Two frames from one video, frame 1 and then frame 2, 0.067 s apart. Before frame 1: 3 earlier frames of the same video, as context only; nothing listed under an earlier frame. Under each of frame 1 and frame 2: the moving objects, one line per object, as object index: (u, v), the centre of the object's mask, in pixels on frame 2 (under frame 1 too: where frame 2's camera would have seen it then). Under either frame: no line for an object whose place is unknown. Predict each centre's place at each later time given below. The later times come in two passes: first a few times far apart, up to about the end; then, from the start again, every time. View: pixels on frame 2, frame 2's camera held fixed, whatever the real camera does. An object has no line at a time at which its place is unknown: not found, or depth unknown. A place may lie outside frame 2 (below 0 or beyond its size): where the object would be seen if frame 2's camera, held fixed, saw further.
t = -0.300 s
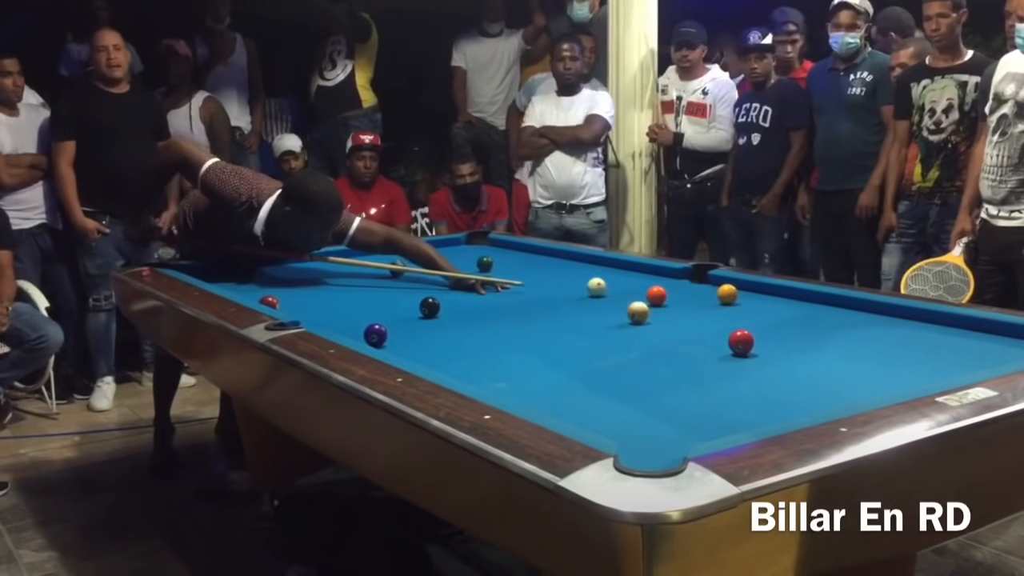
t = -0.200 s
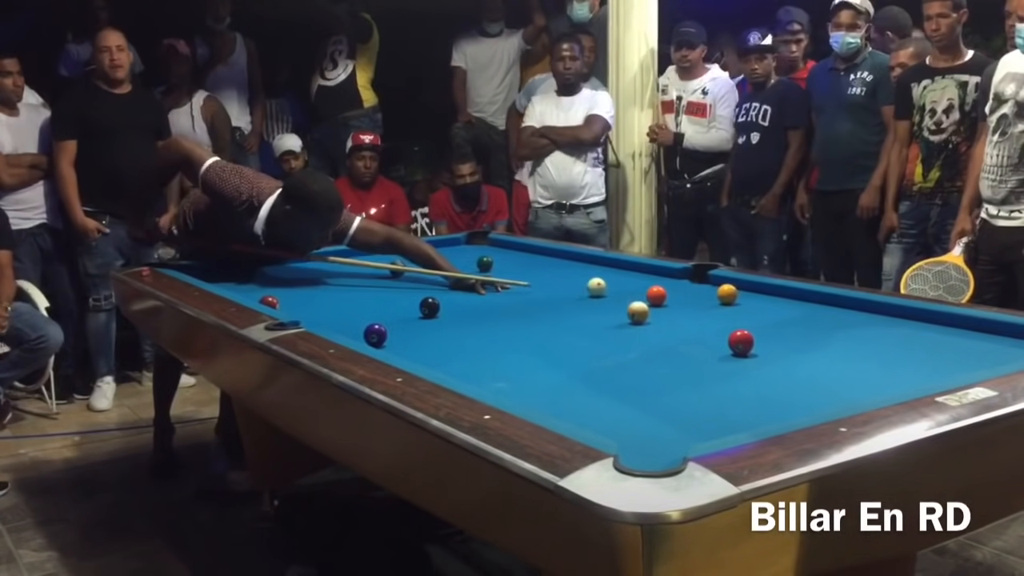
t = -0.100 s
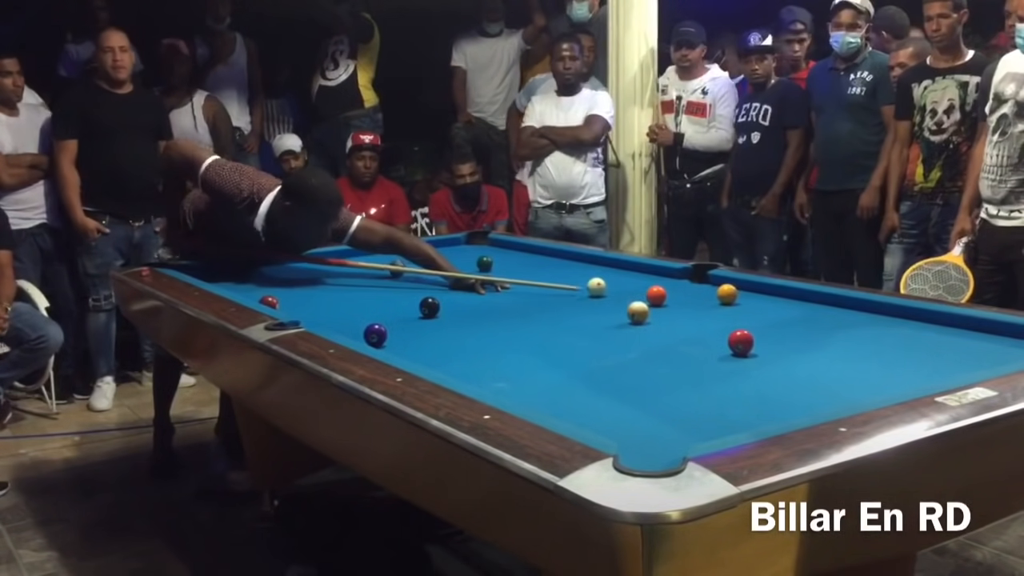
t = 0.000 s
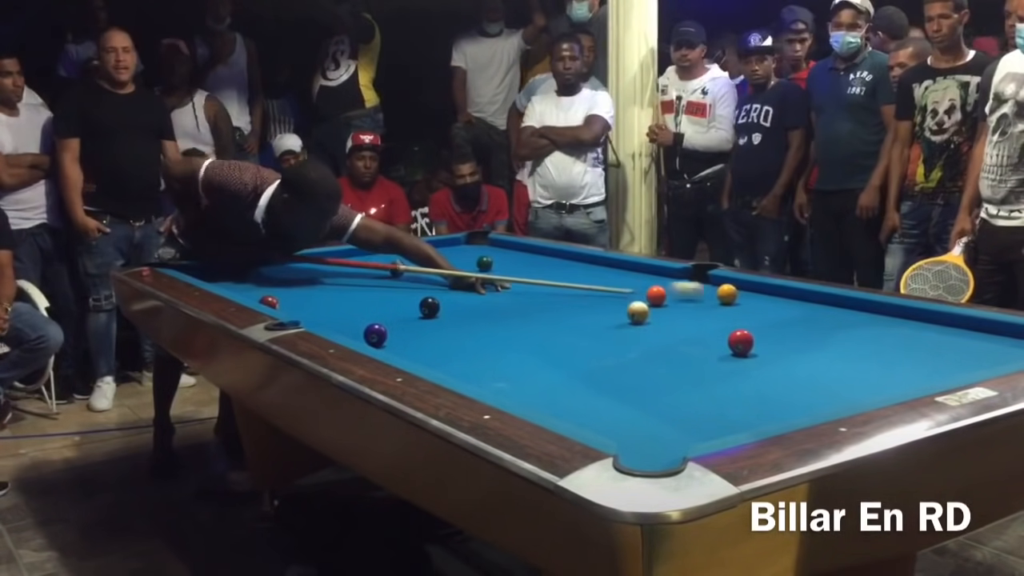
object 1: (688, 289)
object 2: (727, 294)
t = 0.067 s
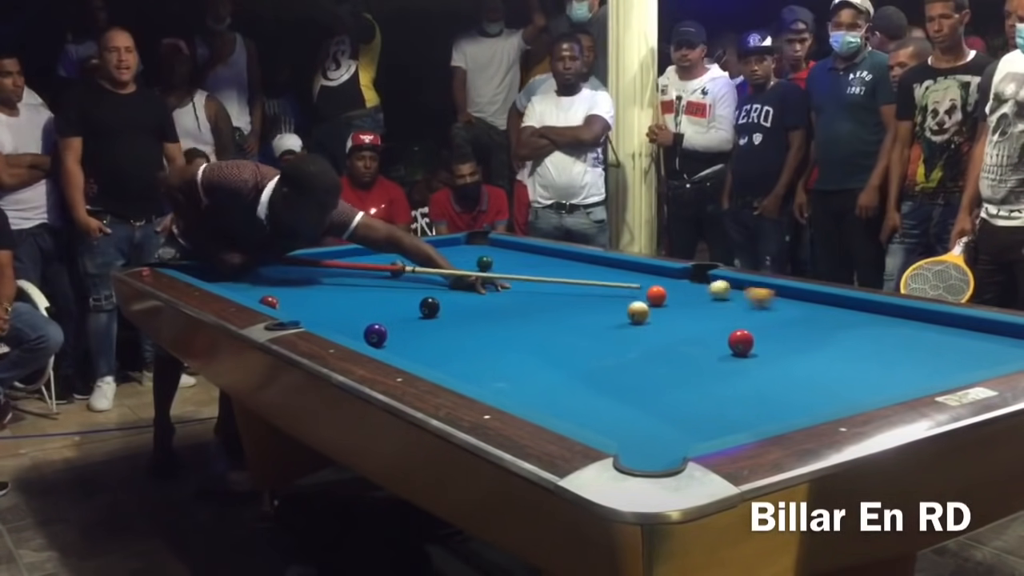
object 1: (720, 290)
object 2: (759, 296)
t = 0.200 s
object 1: (737, 285)
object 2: (860, 309)
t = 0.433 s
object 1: (704, 284)
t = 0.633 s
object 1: (669, 283)
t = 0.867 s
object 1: (627, 283)
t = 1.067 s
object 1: (595, 283)
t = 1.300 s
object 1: (558, 282)
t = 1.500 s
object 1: (529, 282)
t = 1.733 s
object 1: (497, 281)
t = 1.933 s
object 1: (471, 281)
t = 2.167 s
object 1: (443, 281)
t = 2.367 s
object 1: (420, 281)
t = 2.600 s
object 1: (395, 280)
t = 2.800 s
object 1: (375, 280)
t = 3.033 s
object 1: (354, 280)
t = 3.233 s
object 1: (337, 279)
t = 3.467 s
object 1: (318, 279)
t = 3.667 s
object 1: (304, 279)
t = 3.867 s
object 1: (291, 279)
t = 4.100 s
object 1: (277, 278)
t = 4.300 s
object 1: (266, 278)
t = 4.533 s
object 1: (255, 278)
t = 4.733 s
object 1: (247, 278)
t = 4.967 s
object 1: (239, 278)
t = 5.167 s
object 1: (233, 278)
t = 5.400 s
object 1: (228, 278)
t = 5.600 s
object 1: (224, 278)
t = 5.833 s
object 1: (221, 278)
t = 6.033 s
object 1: (220, 277)
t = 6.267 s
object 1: (220, 278)
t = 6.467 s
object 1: (220, 277)
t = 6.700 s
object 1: (220, 278)
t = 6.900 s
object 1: (220, 277)
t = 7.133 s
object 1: (220, 277)
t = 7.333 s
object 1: (220, 278)
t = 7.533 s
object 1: (221, 278)
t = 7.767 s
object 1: (220, 278)
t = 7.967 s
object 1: (221, 277)
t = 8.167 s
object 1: (221, 277)
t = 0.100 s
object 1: (726, 288)
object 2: (785, 300)
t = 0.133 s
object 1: (730, 287)
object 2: (811, 304)
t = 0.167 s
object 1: (733, 286)
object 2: (835, 307)
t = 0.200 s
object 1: (737, 285)
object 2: (860, 309)
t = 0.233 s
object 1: (740, 284)
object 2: (884, 313)
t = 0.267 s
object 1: (736, 284)
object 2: (908, 316)
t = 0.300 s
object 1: (730, 284)
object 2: (933, 319)
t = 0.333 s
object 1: (723, 284)
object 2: (959, 322)
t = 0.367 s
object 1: (717, 283)
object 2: (986, 326)
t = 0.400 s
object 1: (710, 284)
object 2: (1011, 330)
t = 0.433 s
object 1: (704, 284)
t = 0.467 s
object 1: (698, 284)
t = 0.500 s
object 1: (692, 283)
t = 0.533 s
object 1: (686, 284)
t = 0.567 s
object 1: (680, 284)
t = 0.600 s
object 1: (674, 283)
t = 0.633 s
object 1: (669, 283)
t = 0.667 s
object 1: (663, 281)
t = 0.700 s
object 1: (656, 279)
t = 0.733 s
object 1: (649, 281)
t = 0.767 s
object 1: (644, 282)
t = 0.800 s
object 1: (638, 283)
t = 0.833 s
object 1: (633, 283)
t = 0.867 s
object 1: (627, 283)
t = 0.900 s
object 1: (622, 283)
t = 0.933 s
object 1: (616, 283)
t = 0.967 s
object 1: (611, 282)
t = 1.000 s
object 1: (605, 283)
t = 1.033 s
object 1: (600, 283)
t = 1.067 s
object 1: (595, 283)
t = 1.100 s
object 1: (589, 283)
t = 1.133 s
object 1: (584, 283)
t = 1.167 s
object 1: (579, 282)
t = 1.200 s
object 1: (574, 282)
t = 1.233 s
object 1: (568, 282)
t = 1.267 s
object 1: (563, 282)
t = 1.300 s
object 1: (558, 282)
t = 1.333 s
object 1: (553, 282)
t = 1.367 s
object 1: (548, 282)
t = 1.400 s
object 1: (543, 282)
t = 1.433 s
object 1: (539, 282)
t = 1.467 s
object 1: (534, 282)
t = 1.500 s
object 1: (529, 282)
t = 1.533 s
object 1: (524, 282)
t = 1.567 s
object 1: (519, 282)
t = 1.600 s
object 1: (515, 282)
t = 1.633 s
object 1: (510, 282)
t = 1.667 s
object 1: (506, 282)
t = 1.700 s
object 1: (502, 282)
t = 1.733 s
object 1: (497, 281)
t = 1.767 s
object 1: (492, 281)
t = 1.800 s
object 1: (488, 281)
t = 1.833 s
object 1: (484, 281)
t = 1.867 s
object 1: (479, 282)
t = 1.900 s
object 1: (475, 281)
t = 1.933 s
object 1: (471, 281)
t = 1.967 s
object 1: (467, 281)
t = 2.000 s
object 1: (463, 281)
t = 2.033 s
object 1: (458, 281)
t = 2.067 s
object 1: (454, 281)
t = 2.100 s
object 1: (450, 281)
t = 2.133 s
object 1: (447, 281)
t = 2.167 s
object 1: (443, 281)
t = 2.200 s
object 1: (439, 281)
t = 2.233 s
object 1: (435, 281)
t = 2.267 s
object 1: (431, 281)
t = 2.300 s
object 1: (427, 281)
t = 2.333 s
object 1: (424, 281)
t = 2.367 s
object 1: (420, 281)
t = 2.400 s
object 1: (416, 281)
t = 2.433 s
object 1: (412, 281)
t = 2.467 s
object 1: (409, 281)
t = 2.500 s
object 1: (406, 280)
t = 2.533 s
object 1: (402, 280)
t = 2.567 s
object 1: (399, 280)
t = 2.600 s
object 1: (395, 280)
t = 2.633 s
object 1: (392, 280)
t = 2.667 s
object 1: (388, 280)
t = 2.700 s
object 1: (385, 280)
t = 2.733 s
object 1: (382, 280)
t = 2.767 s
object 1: (379, 280)
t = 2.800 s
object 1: (375, 280)
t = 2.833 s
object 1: (372, 280)
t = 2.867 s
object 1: (369, 280)
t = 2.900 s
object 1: (365, 280)
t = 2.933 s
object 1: (363, 280)
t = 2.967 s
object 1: (359, 280)
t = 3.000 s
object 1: (356, 280)
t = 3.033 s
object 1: (354, 280)
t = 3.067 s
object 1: (351, 280)
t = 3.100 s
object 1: (348, 280)
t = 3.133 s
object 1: (345, 279)
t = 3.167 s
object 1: (342, 279)
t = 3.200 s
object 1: (339, 280)
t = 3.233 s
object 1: (337, 279)
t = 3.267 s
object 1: (334, 279)
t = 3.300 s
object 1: (331, 279)
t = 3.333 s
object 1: (329, 279)
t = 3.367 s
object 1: (326, 279)
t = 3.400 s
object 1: (324, 279)
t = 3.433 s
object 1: (321, 279)
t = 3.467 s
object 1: (318, 279)
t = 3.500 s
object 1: (316, 279)
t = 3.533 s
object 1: (313, 279)
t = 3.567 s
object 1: (311, 279)
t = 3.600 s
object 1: (308, 279)
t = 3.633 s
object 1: (306, 279)
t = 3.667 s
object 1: (304, 279)
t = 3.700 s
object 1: (301, 279)
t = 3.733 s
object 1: (300, 279)
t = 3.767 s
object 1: (297, 279)
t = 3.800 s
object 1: (295, 279)
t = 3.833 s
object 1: (293, 279)
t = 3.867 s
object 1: (291, 279)
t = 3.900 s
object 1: (289, 279)
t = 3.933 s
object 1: (287, 278)
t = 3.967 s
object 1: (284, 278)
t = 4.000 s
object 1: (283, 278)
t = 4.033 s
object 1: (281, 278)
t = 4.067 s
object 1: (279, 278)
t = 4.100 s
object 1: (277, 278)
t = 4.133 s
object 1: (275, 278)
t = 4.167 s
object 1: (273, 278)
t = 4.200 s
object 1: (272, 278)
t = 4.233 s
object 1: (270, 278)
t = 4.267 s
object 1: (268, 278)
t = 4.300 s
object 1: (266, 278)
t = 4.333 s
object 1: (265, 278)
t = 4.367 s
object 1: (263, 278)
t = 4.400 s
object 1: (261, 278)
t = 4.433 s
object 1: (260, 278)
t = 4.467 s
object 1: (258, 278)
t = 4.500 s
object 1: (257, 278)
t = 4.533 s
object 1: (255, 278)
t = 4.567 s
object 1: (253, 278)
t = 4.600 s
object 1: (252, 278)
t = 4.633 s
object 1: (251, 278)
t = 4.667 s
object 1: (250, 278)
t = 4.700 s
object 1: (248, 278)
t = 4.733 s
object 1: (247, 278)
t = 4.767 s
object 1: (246, 278)
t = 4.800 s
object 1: (244, 278)
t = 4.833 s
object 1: (243, 278)
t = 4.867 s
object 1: (242, 278)
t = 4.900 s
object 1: (241, 278)
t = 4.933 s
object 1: (240, 278)
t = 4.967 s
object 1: (239, 278)
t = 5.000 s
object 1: (238, 278)
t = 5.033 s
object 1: (237, 278)
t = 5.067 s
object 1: (236, 278)
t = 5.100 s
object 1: (235, 278)
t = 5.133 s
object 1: (234, 278)
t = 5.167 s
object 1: (233, 278)
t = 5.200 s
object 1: (232, 278)
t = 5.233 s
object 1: (231, 278)
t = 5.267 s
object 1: (230, 278)
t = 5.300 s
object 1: (229, 278)
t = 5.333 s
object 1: (229, 278)
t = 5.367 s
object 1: (228, 278)
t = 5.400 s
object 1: (228, 278)
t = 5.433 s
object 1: (227, 278)
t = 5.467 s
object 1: (226, 278)
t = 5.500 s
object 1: (226, 278)
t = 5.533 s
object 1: (225, 278)
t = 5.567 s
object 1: (224, 278)
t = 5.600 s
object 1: (224, 278)
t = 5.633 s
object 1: (223, 278)
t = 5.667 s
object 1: (223, 278)
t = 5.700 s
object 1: (222, 278)
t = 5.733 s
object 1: (222, 278)
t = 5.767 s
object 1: (222, 278)
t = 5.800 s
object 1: (222, 278)
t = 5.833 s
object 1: (221, 278)
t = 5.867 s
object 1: (221, 278)
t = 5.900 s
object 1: (221, 278)
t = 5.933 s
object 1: (221, 278)
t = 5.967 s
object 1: (221, 277)
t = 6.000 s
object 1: (221, 277)
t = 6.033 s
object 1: (220, 277)
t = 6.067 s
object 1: (220, 277)
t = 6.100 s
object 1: (220, 278)
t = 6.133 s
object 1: (220, 278)
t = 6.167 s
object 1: (220, 278)
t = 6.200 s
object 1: (220, 278)
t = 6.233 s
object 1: (220, 278)
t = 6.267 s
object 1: (220, 278)
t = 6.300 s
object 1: (220, 278)
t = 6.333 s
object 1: (220, 278)
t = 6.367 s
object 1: (220, 278)
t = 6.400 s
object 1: (220, 278)
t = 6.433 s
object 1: (220, 278)
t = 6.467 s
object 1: (220, 277)
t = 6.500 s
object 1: (220, 277)
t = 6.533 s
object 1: (220, 277)
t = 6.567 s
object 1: (220, 278)
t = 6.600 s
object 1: (221, 278)
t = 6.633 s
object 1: (221, 278)
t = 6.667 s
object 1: (220, 278)
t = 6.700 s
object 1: (220, 278)
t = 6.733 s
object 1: (220, 278)
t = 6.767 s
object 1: (220, 277)
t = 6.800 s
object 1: (220, 277)
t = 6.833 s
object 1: (220, 277)
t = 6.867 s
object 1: (220, 277)
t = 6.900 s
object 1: (220, 277)
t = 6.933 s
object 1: (220, 278)
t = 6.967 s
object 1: (220, 278)
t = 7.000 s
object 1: (220, 278)
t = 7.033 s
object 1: (220, 278)
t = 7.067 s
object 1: (220, 278)
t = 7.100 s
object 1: (220, 277)
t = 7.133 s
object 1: (220, 277)
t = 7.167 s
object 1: (221, 277)
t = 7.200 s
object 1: (220, 277)
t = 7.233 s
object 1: (220, 277)
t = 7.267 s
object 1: (220, 277)
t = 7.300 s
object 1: (220, 277)
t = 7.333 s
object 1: (220, 278)
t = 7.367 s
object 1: (220, 277)
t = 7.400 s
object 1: (220, 277)
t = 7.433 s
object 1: (220, 277)
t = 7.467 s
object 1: (220, 277)
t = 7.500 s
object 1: (221, 278)
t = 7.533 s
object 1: (221, 278)
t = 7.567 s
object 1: (221, 278)
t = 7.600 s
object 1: (221, 277)
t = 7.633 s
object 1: (221, 277)
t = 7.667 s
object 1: (221, 277)
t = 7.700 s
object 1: (221, 277)
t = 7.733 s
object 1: (221, 278)
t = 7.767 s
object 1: (220, 278)
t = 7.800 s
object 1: (221, 278)
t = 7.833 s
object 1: (221, 278)
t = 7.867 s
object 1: (221, 278)
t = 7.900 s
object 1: (221, 278)
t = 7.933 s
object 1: (221, 277)
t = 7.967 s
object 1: (221, 277)
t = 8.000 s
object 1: (221, 277)
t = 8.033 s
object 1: (221, 277)
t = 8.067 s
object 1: (221, 277)
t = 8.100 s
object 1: (221, 277)
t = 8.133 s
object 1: (221, 278)
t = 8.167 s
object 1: (221, 277)
